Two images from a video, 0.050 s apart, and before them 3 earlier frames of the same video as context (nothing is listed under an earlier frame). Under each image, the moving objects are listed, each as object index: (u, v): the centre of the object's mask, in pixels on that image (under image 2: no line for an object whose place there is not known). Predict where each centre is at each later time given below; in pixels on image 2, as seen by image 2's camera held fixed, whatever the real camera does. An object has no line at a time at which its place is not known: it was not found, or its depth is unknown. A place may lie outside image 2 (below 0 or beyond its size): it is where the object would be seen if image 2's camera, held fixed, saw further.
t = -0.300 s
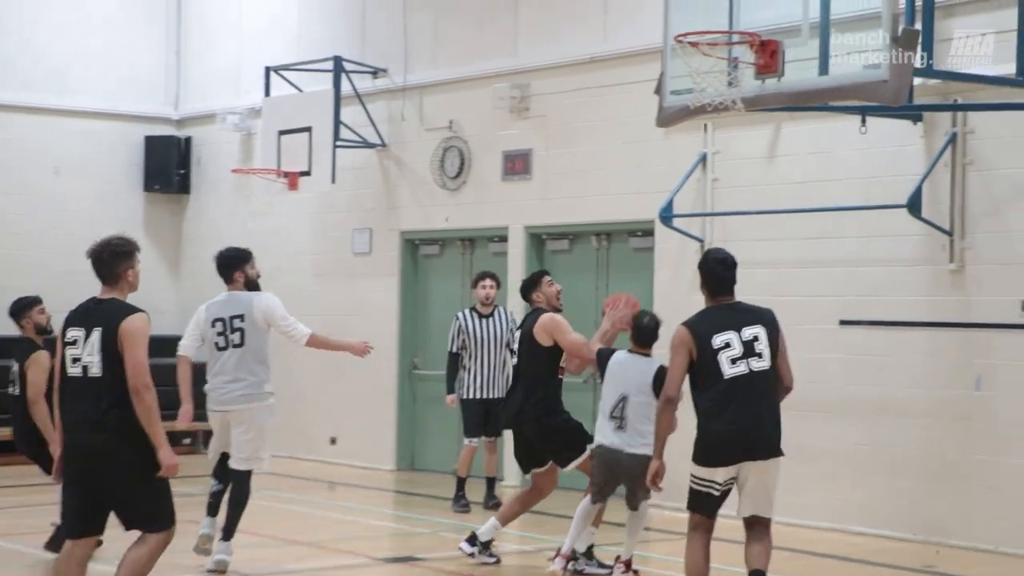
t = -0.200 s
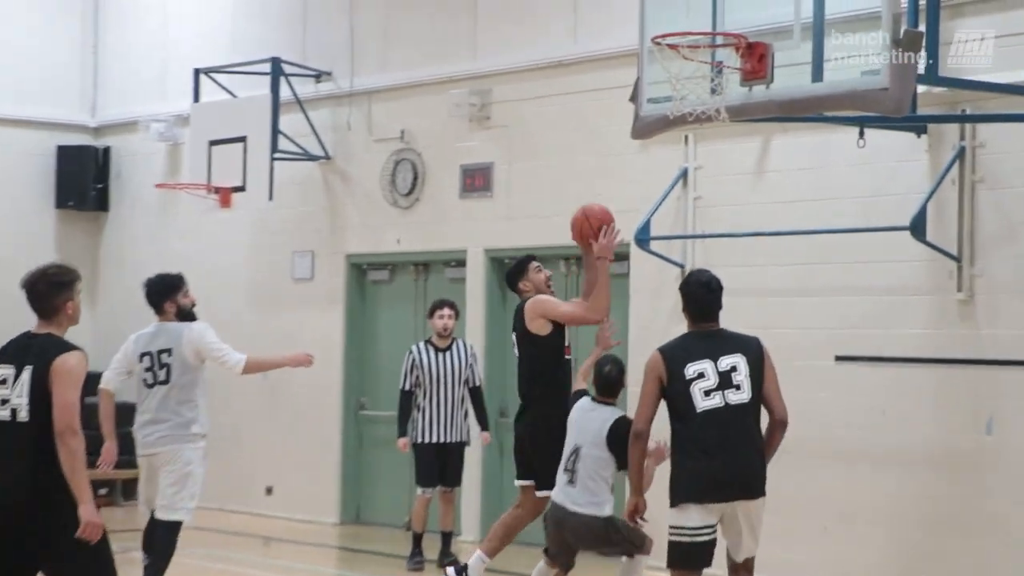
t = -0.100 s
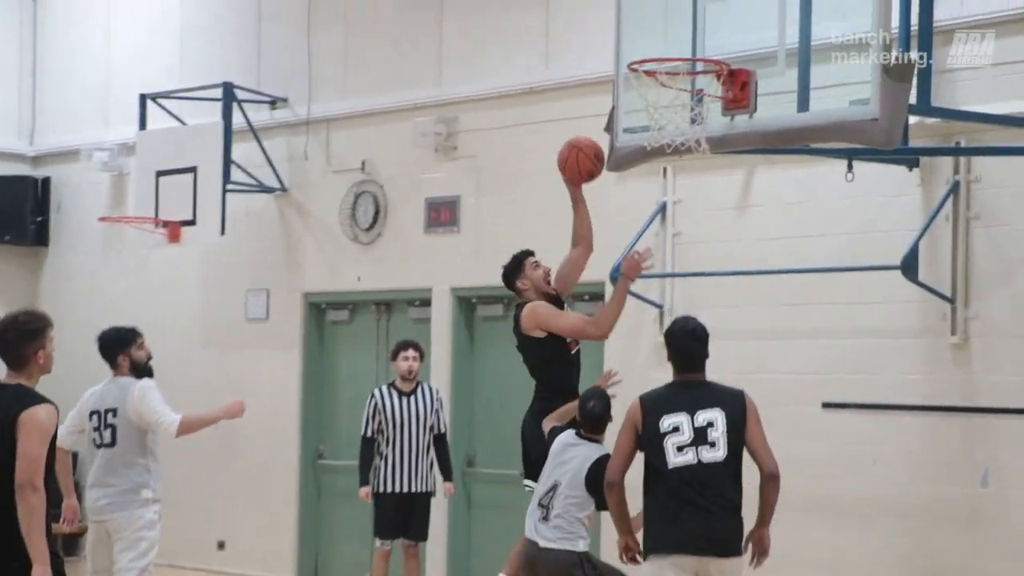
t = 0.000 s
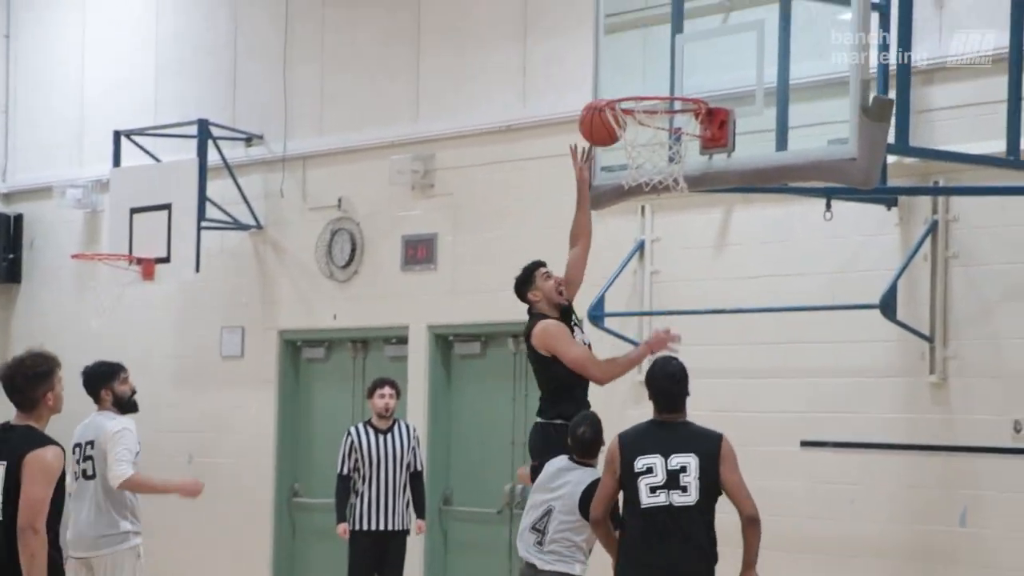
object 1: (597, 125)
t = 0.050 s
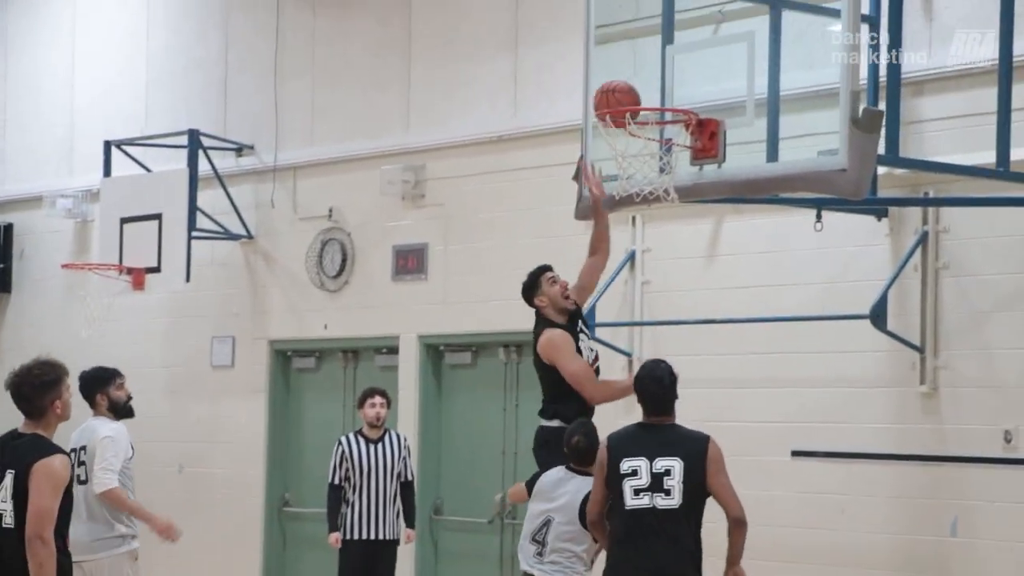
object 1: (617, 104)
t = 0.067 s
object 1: (625, 93)
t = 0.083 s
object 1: (633, 85)
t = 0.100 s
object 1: (641, 79)
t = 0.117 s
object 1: (645, 73)
